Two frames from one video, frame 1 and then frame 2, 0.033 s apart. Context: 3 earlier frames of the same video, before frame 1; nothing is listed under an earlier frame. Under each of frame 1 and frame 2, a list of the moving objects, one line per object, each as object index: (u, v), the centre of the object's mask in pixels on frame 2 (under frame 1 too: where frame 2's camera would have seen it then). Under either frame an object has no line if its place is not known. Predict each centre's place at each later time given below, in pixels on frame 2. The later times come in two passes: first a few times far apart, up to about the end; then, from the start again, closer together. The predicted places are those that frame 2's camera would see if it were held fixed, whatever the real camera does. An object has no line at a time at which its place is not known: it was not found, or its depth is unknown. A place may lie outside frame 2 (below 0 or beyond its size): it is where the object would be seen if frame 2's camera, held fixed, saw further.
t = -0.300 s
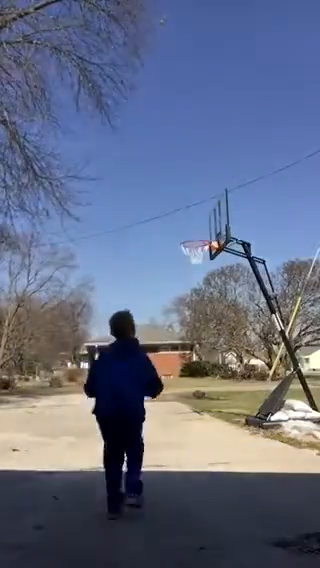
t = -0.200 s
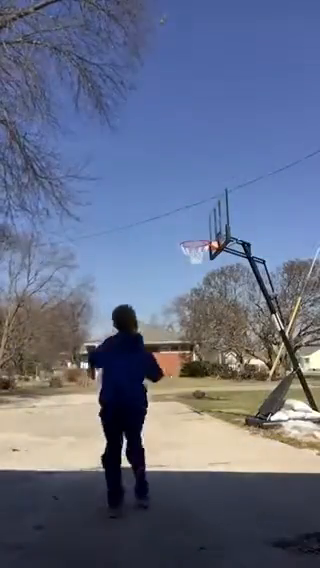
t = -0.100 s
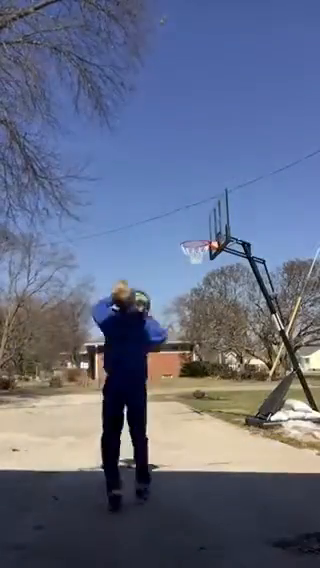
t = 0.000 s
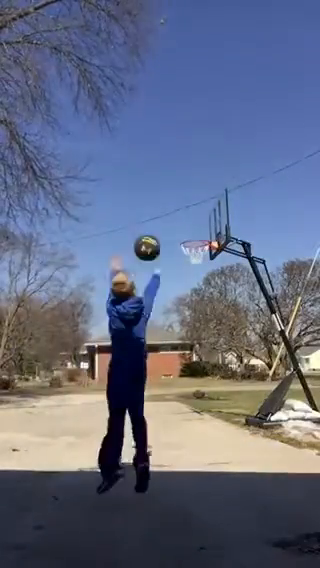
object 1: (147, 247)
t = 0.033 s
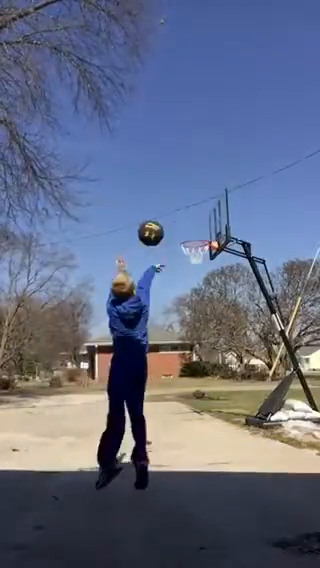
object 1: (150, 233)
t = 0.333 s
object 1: (176, 176)
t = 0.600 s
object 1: (188, 198)
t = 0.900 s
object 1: (195, 222)
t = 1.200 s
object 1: (195, 227)
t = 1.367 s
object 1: (195, 237)
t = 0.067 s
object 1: (154, 220)
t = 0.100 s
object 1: (157, 210)
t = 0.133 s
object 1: (160, 202)
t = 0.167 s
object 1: (162, 194)
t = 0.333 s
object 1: (176, 176)
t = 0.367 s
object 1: (178, 176)
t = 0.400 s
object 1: (179, 177)
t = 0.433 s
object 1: (181, 179)
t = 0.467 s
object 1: (183, 182)
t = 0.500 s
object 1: (184, 185)
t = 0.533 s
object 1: (185, 188)
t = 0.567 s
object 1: (187, 193)
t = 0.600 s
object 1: (188, 198)
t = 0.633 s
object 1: (190, 203)
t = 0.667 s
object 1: (191, 209)
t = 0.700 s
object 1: (193, 216)
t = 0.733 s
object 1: (194, 223)
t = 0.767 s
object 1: (195, 231)
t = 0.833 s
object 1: (196, 227)
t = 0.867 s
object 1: (195, 224)
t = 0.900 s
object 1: (195, 222)
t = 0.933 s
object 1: (195, 220)
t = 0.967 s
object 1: (195, 218)
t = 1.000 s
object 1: (195, 218)
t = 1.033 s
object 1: (195, 217)
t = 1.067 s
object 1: (195, 218)
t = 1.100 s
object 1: (195, 219)
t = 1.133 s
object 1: (195, 221)
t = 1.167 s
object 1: (195, 224)
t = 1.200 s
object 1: (195, 227)
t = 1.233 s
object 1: (196, 231)
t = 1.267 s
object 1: (195, 235)
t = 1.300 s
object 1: (196, 240)
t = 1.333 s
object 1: (195, 238)
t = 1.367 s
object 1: (195, 237)
